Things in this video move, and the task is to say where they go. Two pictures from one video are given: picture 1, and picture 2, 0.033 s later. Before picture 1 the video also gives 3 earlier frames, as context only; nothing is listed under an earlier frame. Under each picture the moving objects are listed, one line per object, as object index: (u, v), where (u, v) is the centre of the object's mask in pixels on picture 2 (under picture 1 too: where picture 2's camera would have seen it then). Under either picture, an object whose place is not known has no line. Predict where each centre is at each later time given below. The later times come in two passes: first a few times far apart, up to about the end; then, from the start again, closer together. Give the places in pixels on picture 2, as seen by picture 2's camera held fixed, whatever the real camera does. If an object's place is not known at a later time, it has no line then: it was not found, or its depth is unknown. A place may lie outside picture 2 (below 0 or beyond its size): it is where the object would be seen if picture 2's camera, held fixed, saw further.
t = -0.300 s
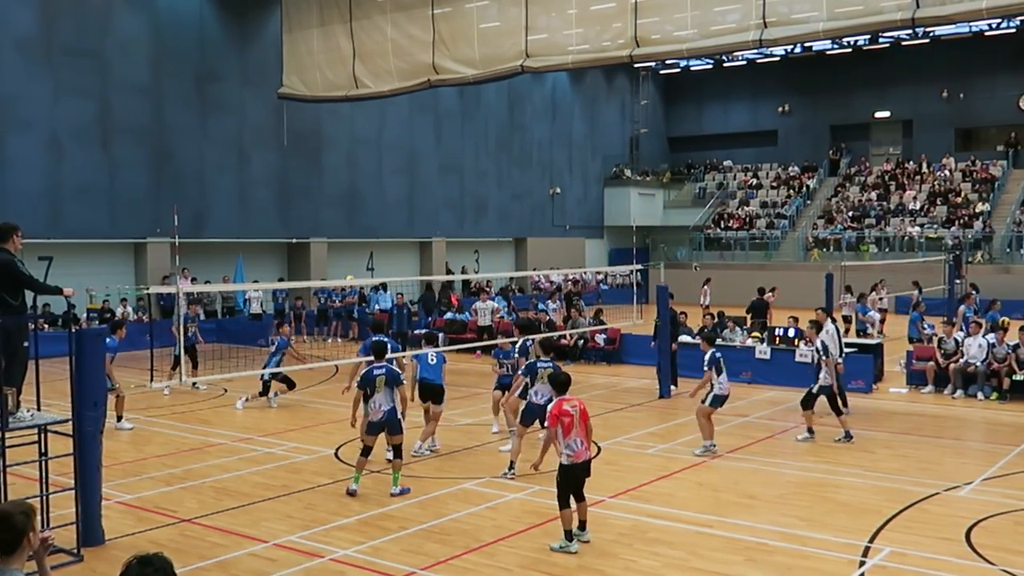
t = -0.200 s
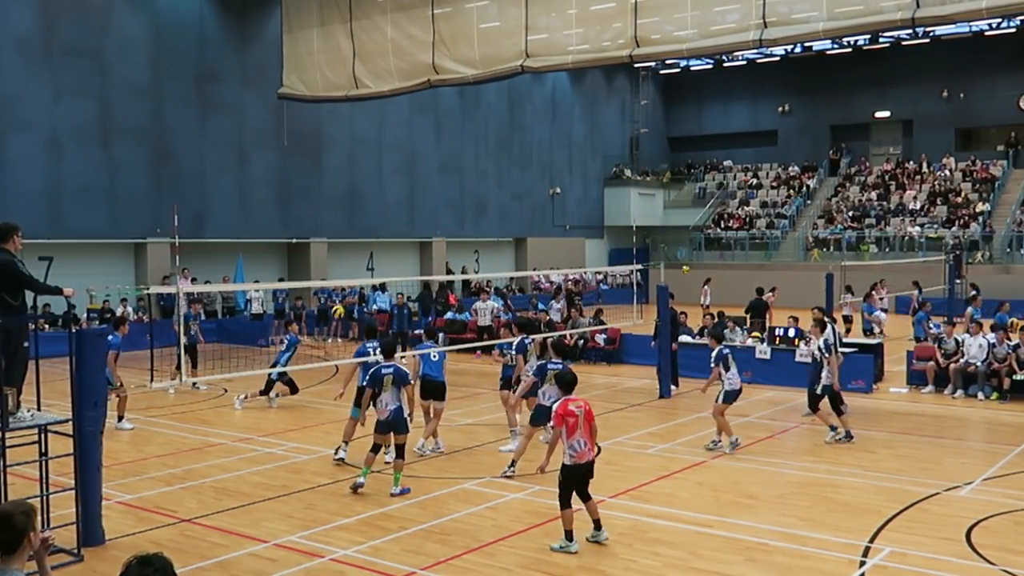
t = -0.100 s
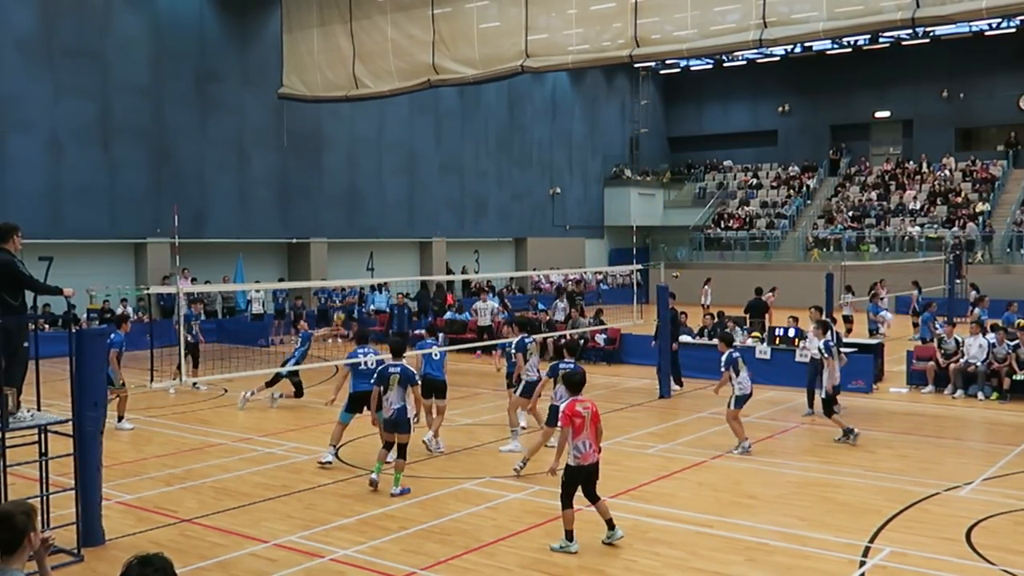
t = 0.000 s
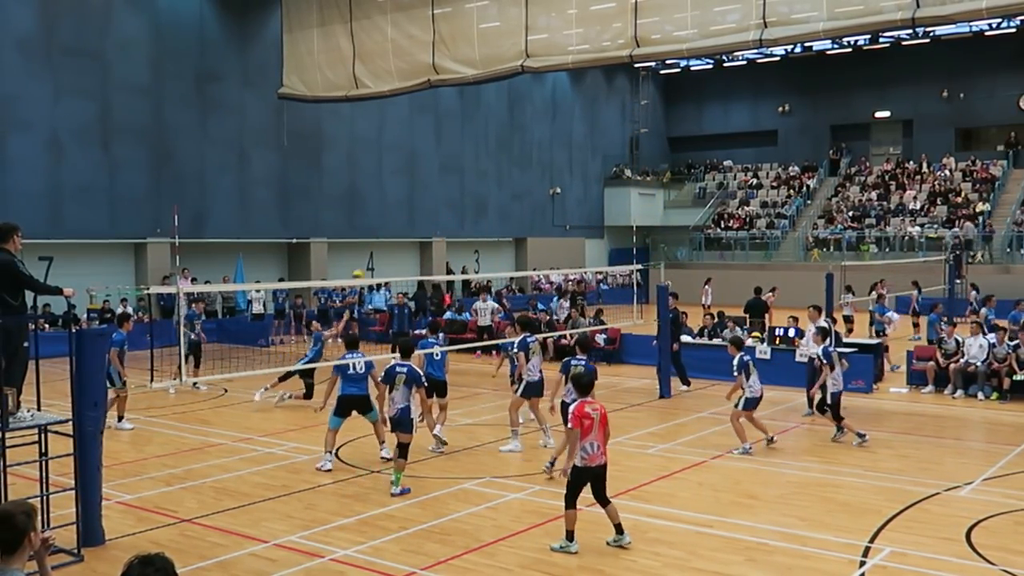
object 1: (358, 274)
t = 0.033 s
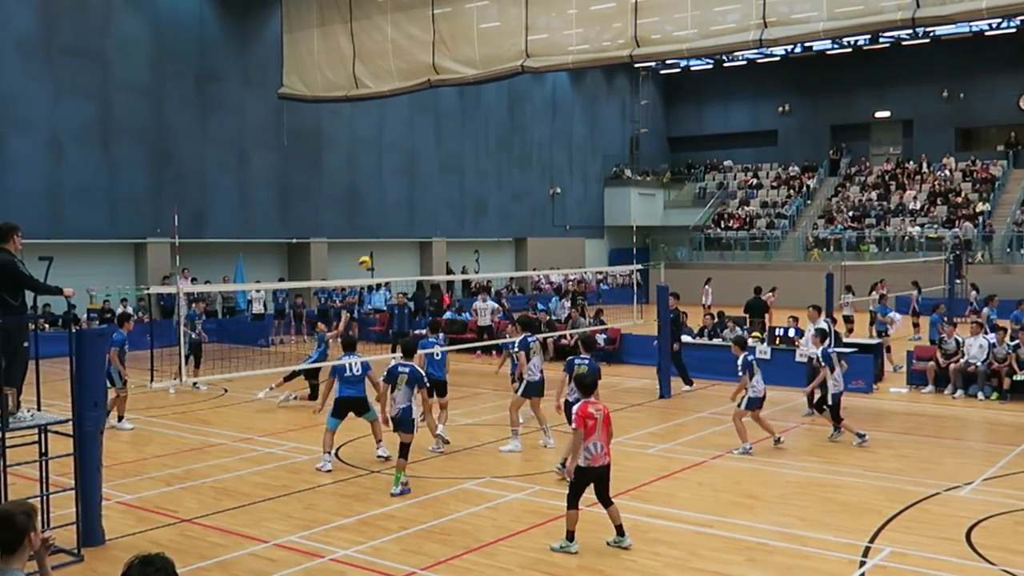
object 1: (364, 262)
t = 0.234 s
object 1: (400, 199)
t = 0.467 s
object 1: (440, 157)
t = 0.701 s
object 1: (478, 144)
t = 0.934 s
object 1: (516, 164)
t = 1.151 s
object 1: (551, 206)
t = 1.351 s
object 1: (582, 266)
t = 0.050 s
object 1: (368, 256)
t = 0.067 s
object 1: (370, 250)
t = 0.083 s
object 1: (373, 244)
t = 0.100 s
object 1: (376, 239)
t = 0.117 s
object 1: (380, 233)
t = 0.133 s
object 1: (383, 228)
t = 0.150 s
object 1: (386, 223)
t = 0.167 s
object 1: (389, 218)
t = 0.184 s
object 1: (392, 212)
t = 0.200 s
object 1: (395, 208)
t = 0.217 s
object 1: (398, 203)
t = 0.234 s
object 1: (400, 199)
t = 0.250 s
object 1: (403, 195)
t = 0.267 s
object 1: (406, 191)
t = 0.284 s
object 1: (409, 188)
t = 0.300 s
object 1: (412, 184)
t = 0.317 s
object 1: (414, 181)
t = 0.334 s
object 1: (417, 177)
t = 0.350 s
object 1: (420, 174)
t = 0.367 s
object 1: (423, 171)
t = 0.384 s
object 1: (426, 169)
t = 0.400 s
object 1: (429, 166)
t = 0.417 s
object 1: (432, 163)
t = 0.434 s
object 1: (434, 160)
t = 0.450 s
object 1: (437, 159)
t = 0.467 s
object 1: (440, 157)
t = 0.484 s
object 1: (442, 155)
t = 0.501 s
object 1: (445, 153)
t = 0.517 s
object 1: (448, 151)
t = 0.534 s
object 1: (451, 150)
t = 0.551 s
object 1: (454, 149)
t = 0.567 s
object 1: (456, 148)
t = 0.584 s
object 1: (459, 147)
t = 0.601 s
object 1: (462, 146)
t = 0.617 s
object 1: (465, 145)
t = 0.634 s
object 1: (468, 145)
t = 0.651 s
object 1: (470, 145)
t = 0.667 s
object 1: (473, 144)
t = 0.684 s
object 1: (476, 144)
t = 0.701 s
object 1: (478, 144)
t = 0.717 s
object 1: (481, 144)
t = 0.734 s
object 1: (483, 145)
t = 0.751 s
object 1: (486, 146)
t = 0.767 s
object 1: (489, 147)
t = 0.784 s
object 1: (492, 148)
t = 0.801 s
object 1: (495, 149)
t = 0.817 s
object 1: (497, 151)
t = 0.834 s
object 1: (500, 152)
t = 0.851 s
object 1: (503, 154)
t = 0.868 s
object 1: (506, 155)
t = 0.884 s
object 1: (509, 157)
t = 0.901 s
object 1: (511, 159)
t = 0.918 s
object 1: (513, 161)
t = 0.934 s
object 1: (516, 164)
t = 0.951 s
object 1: (519, 166)
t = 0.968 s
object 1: (521, 168)
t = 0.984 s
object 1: (524, 171)
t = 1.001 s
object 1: (527, 174)
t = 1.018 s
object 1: (530, 177)
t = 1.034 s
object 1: (533, 180)
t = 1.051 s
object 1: (535, 184)
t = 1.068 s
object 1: (537, 187)
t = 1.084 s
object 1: (540, 191)
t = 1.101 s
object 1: (543, 195)
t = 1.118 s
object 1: (546, 198)
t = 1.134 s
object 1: (548, 202)
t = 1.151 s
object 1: (551, 206)
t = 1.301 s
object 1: (574, 251)
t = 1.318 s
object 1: (577, 257)
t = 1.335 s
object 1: (579, 262)
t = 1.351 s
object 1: (582, 266)
